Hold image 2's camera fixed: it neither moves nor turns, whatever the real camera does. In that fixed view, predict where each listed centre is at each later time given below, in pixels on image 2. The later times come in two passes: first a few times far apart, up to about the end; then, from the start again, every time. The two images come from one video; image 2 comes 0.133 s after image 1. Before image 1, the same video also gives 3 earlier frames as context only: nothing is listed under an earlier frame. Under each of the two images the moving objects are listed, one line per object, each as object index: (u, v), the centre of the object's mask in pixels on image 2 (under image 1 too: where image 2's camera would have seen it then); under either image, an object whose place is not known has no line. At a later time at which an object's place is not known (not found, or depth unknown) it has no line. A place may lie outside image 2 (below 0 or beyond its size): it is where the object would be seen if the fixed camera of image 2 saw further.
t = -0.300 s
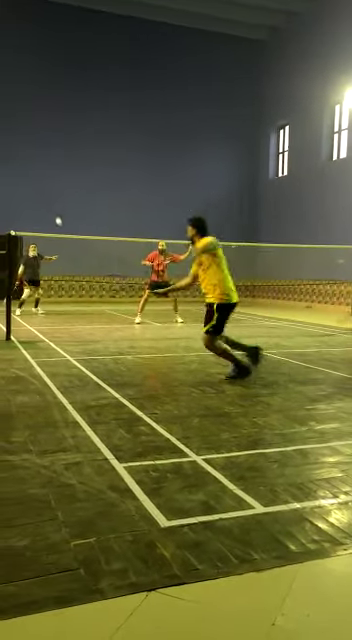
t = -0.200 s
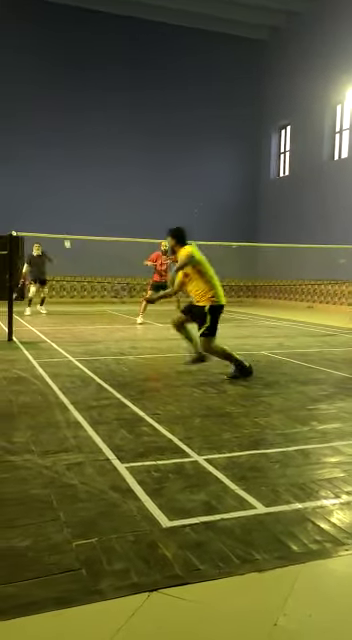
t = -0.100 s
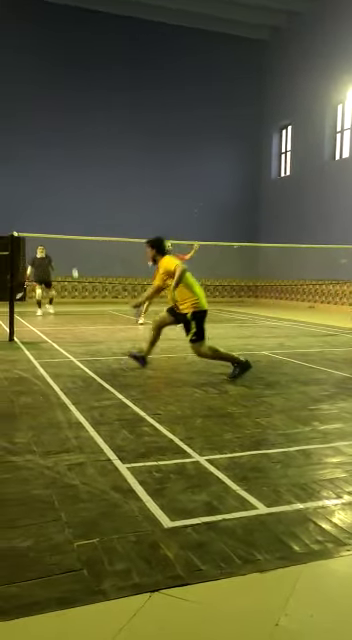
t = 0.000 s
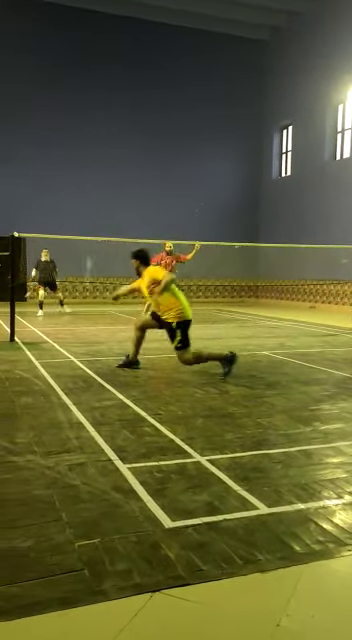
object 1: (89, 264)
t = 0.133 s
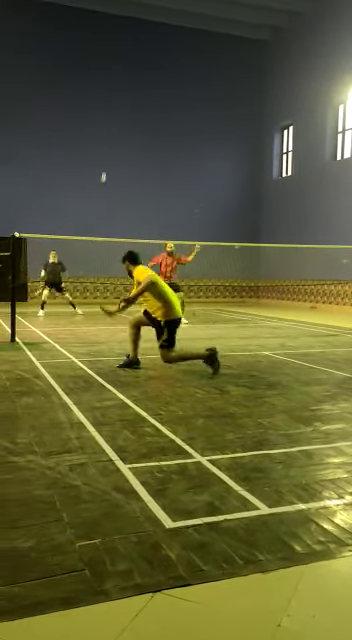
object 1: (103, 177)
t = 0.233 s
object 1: (109, 149)
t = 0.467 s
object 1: (114, 141)
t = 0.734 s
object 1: (116, 161)
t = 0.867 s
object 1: (116, 179)
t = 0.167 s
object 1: (105, 167)
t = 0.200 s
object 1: (108, 153)
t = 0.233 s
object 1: (109, 149)
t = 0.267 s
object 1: (110, 146)
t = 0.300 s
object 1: (111, 143)
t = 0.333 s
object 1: (112, 142)
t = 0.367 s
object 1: (113, 140)
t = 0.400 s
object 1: (113, 140)
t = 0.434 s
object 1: (113, 140)
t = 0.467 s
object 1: (114, 141)
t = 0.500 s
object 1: (114, 142)
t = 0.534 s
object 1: (115, 144)
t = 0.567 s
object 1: (115, 146)
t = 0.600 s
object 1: (115, 148)
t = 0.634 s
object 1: (115, 151)
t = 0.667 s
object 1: (116, 154)
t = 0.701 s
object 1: (116, 157)
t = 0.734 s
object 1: (116, 161)
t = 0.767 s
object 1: (116, 165)
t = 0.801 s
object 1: (116, 169)
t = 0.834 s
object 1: (115, 174)
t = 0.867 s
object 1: (116, 179)
